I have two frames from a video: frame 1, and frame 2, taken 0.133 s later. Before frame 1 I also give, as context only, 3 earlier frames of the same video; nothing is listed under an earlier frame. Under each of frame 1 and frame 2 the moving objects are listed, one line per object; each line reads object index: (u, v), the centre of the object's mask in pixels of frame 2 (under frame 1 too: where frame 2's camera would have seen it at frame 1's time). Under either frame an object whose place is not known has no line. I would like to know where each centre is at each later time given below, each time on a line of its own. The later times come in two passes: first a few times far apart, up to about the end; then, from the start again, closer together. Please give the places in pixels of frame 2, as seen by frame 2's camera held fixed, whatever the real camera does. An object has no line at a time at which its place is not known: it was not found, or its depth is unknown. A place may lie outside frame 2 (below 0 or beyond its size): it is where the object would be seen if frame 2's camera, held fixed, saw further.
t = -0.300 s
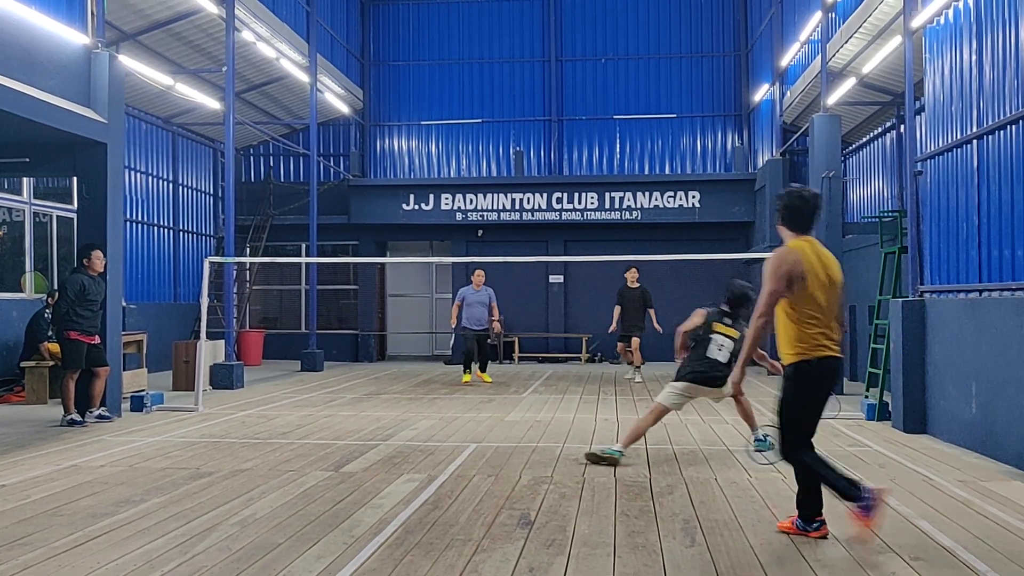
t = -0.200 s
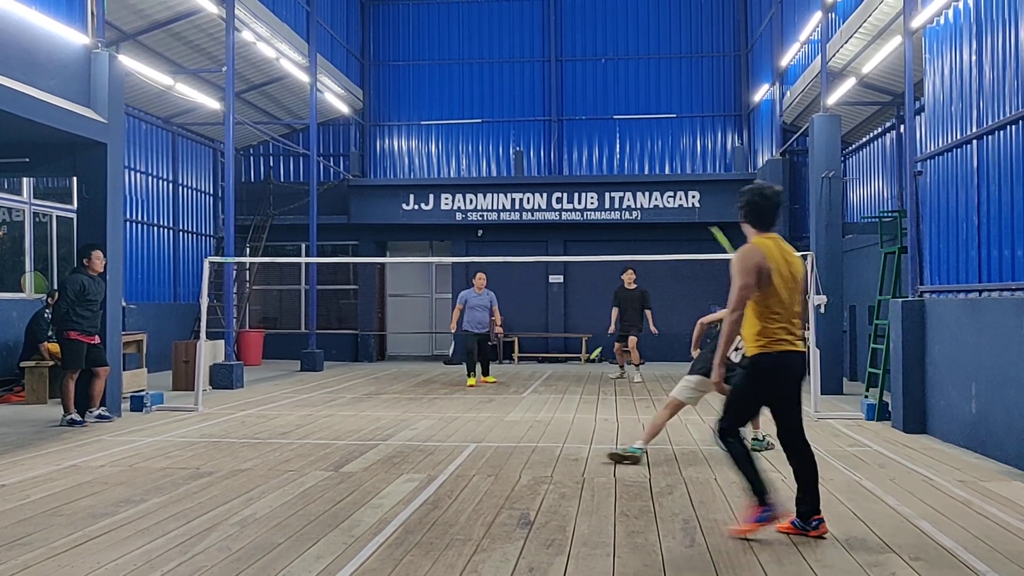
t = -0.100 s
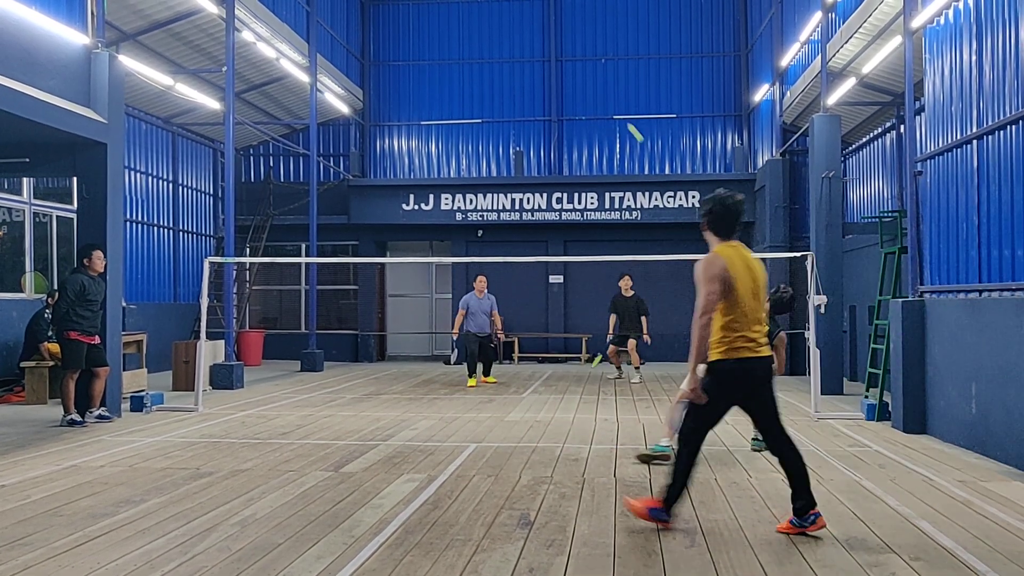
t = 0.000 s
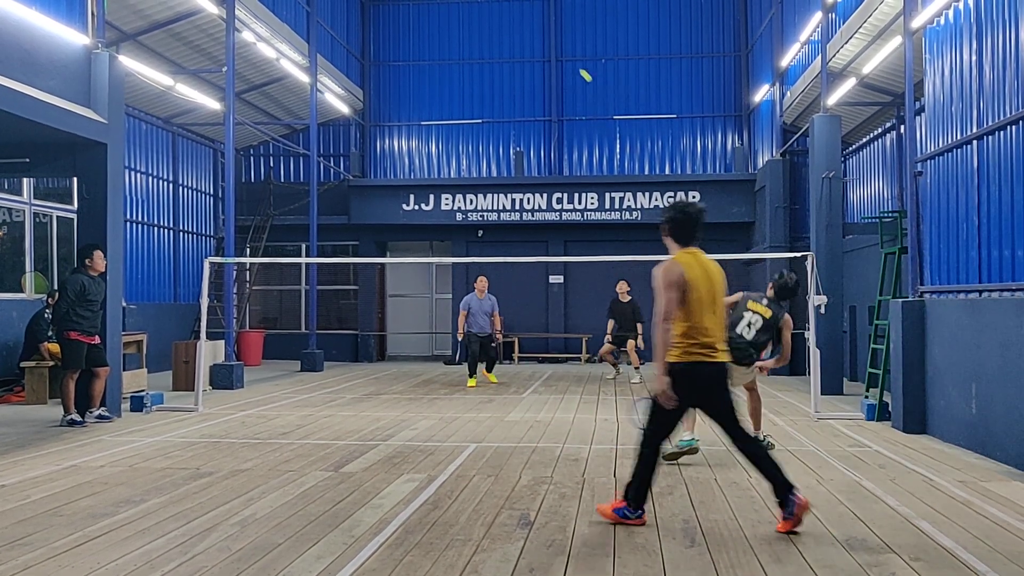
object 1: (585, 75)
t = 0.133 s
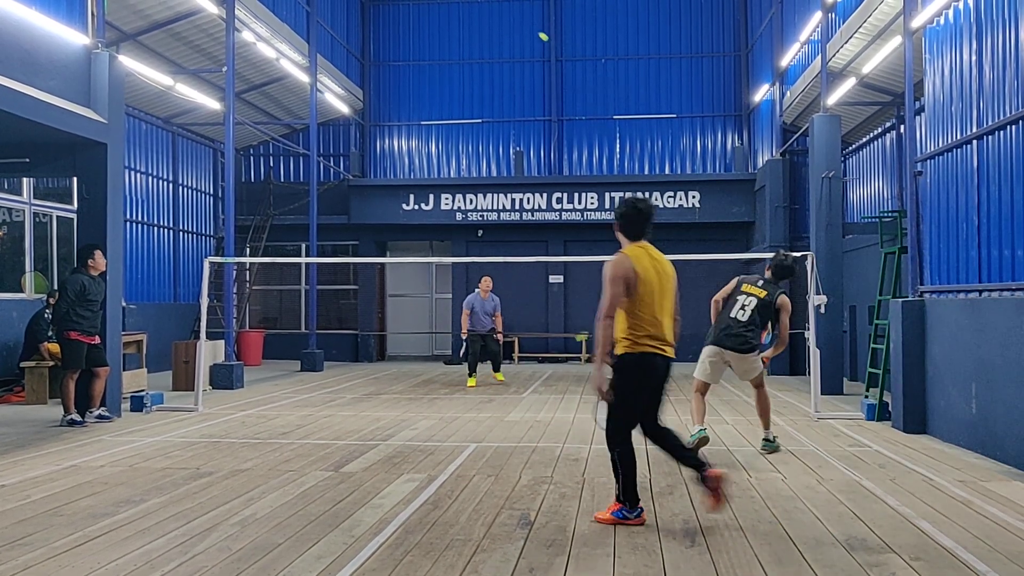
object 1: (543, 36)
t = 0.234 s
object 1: (520, 23)
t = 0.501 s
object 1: (480, 28)
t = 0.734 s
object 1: (456, 66)
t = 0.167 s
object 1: (535, 31)
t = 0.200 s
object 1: (528, 26)
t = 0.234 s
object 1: (520, 23)
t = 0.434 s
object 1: (488, 23)
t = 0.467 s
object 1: (484, 25)
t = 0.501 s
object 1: (480, 28)
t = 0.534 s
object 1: (476, 32)
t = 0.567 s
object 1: (472, 37)
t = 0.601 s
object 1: (468, 41)
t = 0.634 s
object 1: (465, 47)
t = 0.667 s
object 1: (462, 53)
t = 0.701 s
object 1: (459, 60)
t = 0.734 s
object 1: (456, 66)
